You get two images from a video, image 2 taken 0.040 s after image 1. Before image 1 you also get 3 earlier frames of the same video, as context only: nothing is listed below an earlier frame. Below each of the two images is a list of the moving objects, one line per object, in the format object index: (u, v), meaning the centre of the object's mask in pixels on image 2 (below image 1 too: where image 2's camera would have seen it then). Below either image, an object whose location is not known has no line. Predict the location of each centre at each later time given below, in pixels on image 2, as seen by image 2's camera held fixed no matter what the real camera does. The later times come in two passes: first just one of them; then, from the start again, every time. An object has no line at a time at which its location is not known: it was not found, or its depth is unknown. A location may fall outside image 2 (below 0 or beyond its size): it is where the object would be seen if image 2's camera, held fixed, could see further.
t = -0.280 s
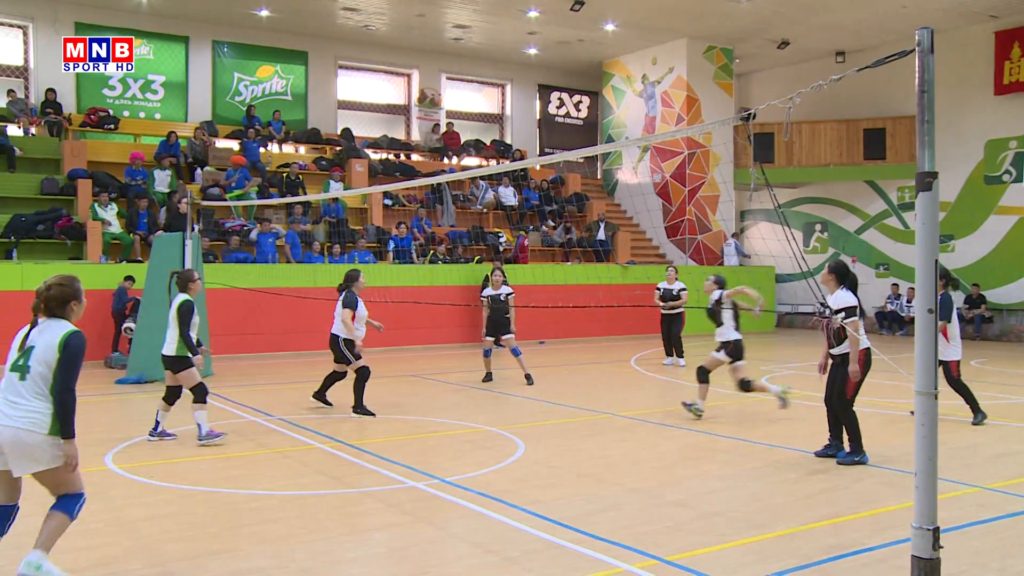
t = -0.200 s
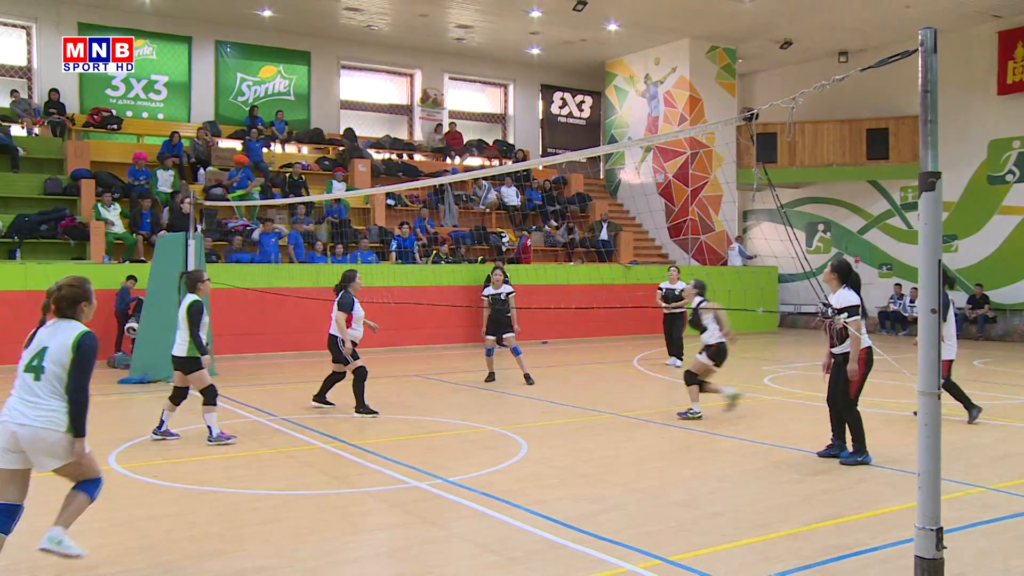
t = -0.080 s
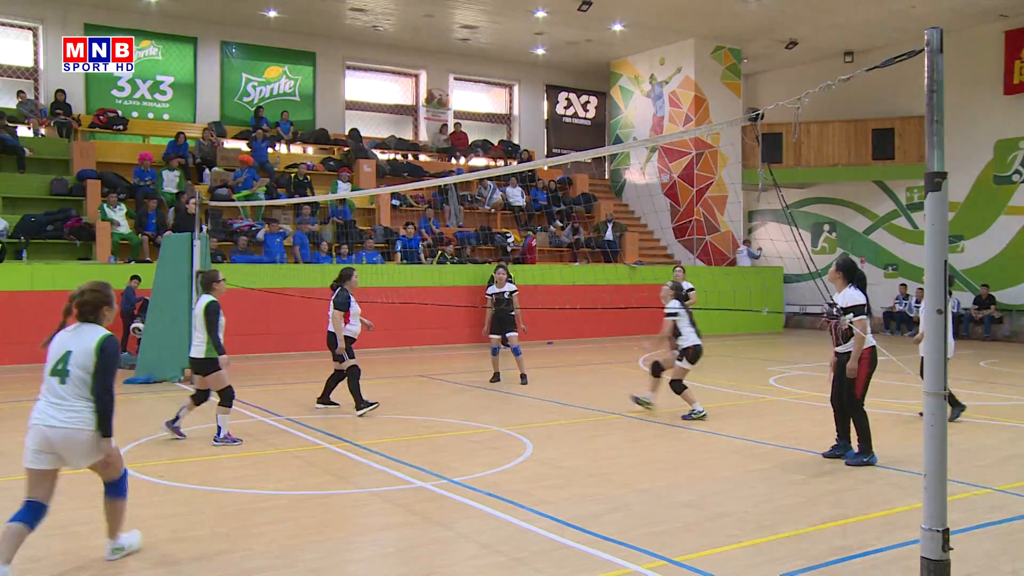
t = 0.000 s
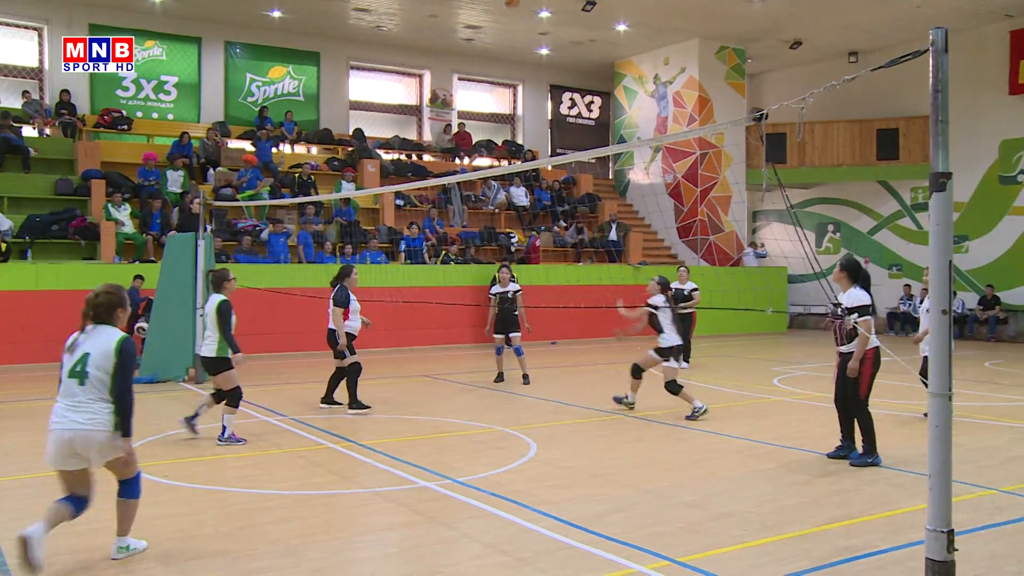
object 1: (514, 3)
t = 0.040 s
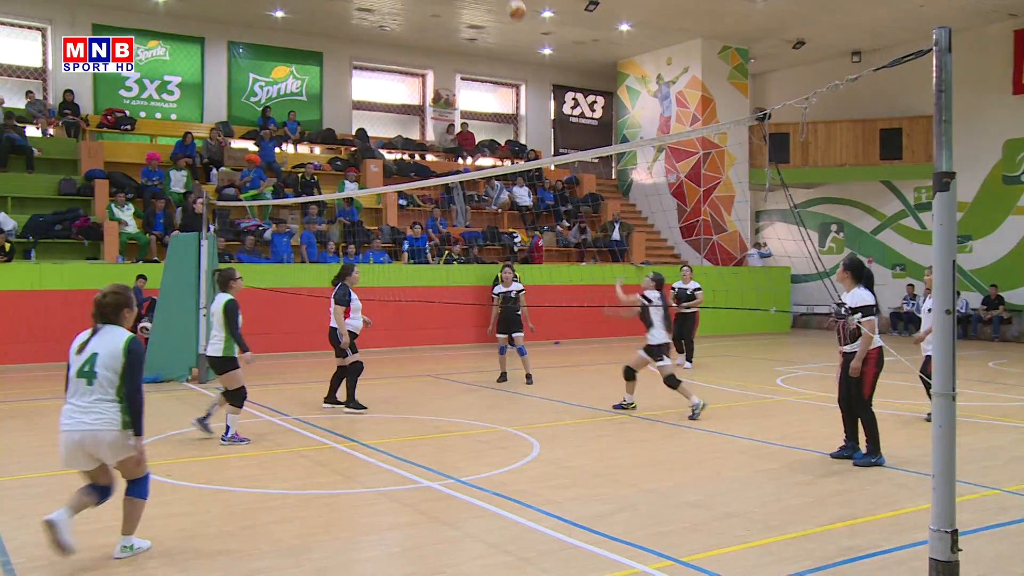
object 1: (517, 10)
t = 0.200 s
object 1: (529, 74)
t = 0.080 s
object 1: (520, 24)
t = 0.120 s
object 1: (523, 39)
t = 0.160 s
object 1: (525, 55)
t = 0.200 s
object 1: (529, 74)
